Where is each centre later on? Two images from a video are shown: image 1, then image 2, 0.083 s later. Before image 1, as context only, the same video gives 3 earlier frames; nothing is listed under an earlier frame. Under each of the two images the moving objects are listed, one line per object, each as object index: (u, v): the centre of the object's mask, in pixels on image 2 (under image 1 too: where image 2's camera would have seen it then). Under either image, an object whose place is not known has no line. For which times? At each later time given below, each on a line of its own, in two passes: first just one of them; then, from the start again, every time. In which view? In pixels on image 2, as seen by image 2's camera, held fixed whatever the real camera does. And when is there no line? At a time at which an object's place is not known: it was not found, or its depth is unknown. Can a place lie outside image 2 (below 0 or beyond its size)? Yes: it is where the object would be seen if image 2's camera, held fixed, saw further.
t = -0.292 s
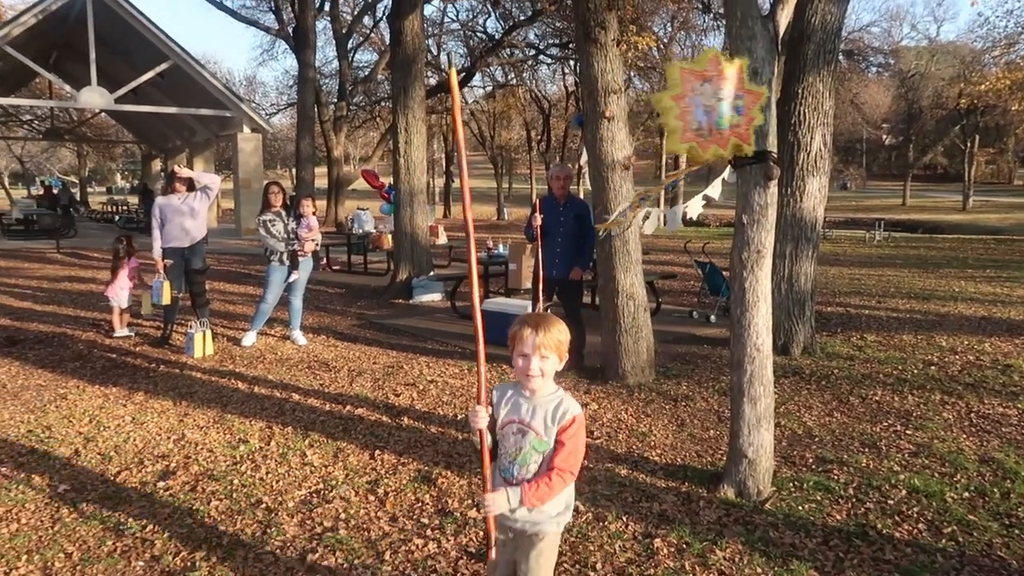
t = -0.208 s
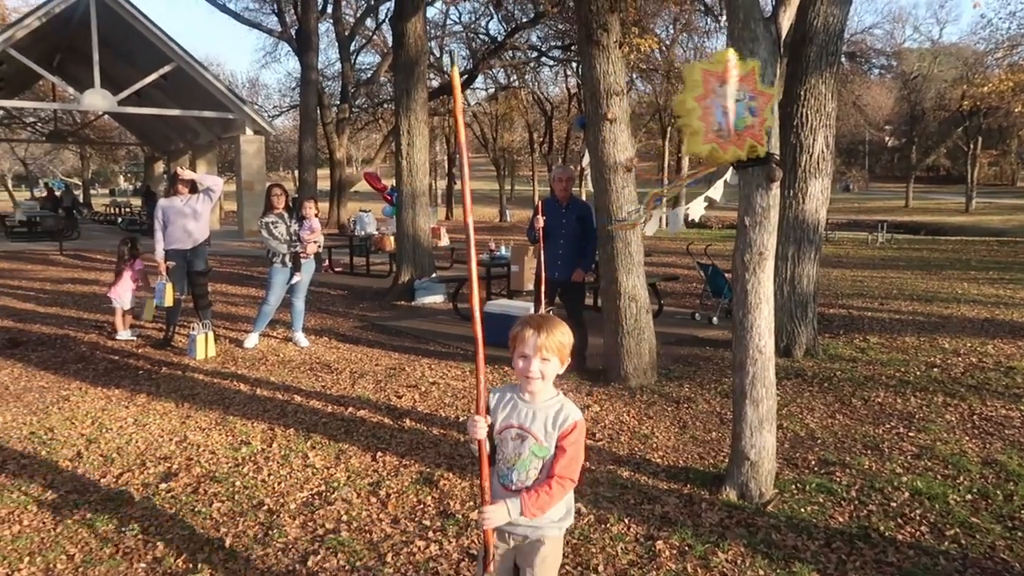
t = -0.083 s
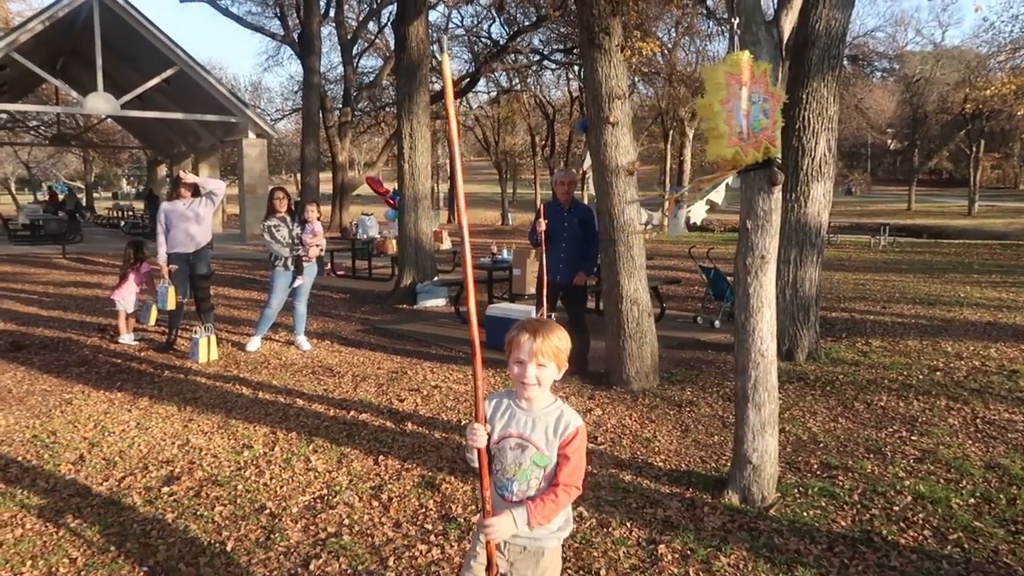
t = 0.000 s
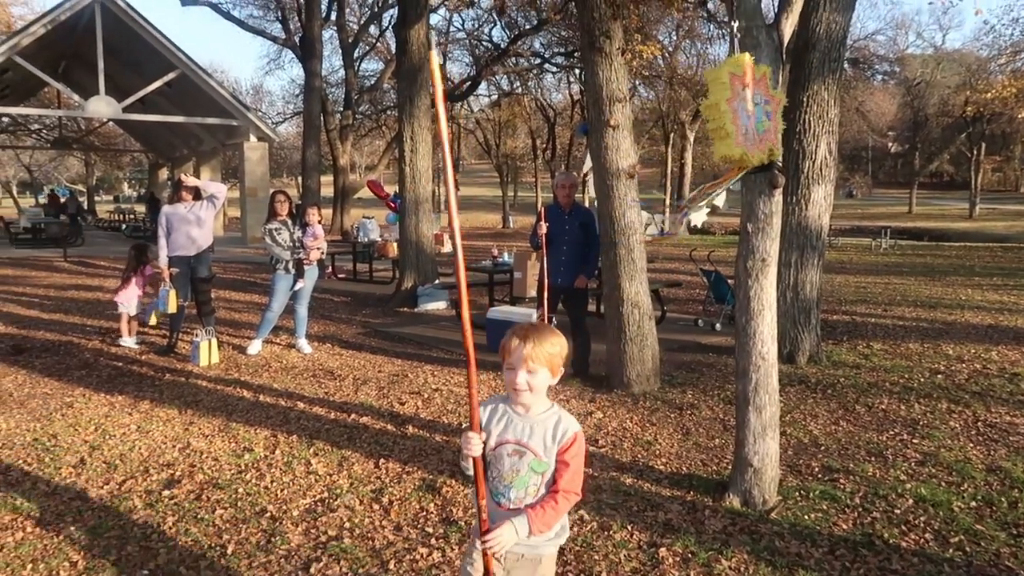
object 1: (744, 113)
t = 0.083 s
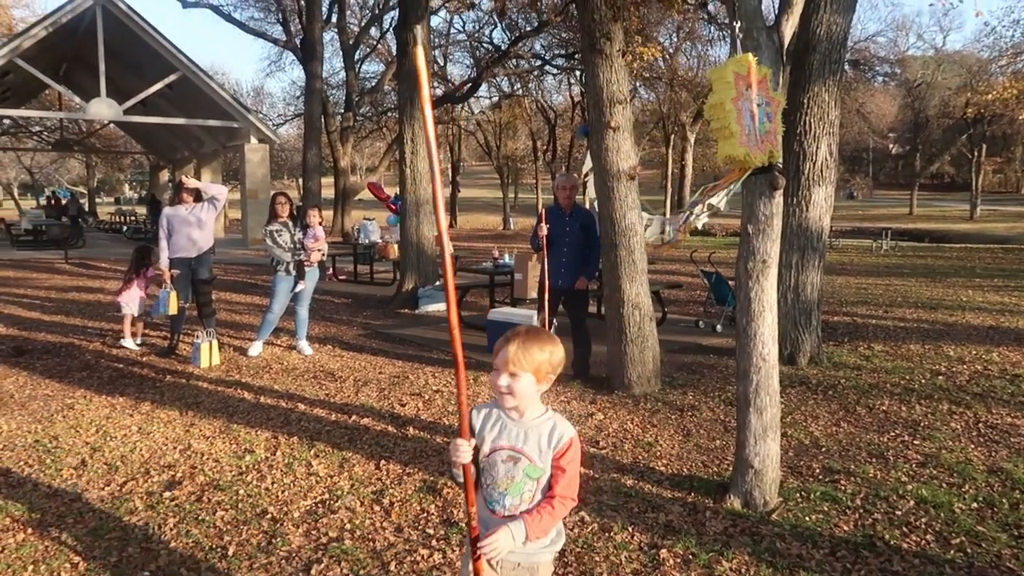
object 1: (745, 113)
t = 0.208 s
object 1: (742, 111)
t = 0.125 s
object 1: (744, 113)
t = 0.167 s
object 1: (743, 112)
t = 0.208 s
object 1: (742, 111)
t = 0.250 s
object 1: (739, 111)
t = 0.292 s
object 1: (736, 111)
